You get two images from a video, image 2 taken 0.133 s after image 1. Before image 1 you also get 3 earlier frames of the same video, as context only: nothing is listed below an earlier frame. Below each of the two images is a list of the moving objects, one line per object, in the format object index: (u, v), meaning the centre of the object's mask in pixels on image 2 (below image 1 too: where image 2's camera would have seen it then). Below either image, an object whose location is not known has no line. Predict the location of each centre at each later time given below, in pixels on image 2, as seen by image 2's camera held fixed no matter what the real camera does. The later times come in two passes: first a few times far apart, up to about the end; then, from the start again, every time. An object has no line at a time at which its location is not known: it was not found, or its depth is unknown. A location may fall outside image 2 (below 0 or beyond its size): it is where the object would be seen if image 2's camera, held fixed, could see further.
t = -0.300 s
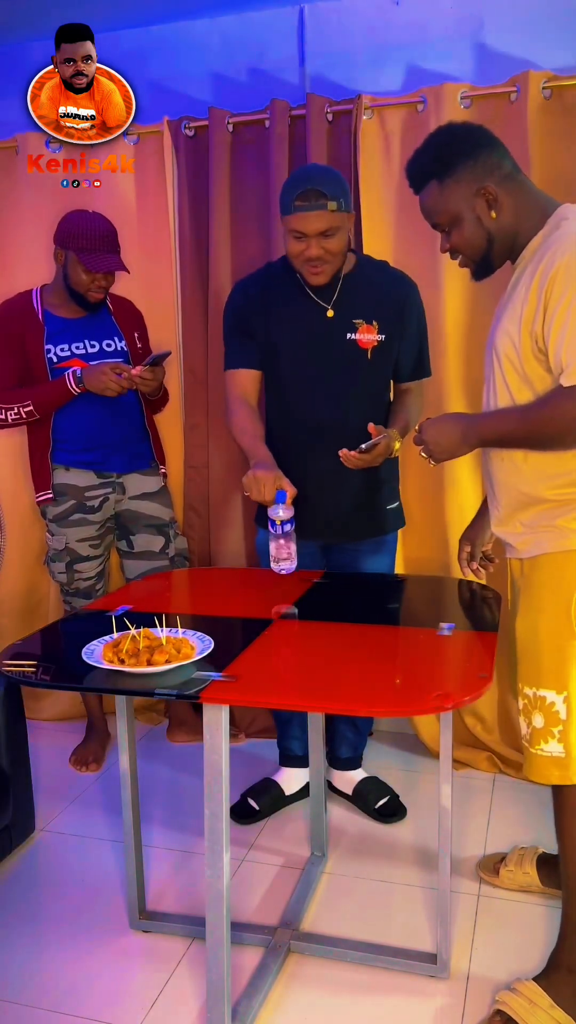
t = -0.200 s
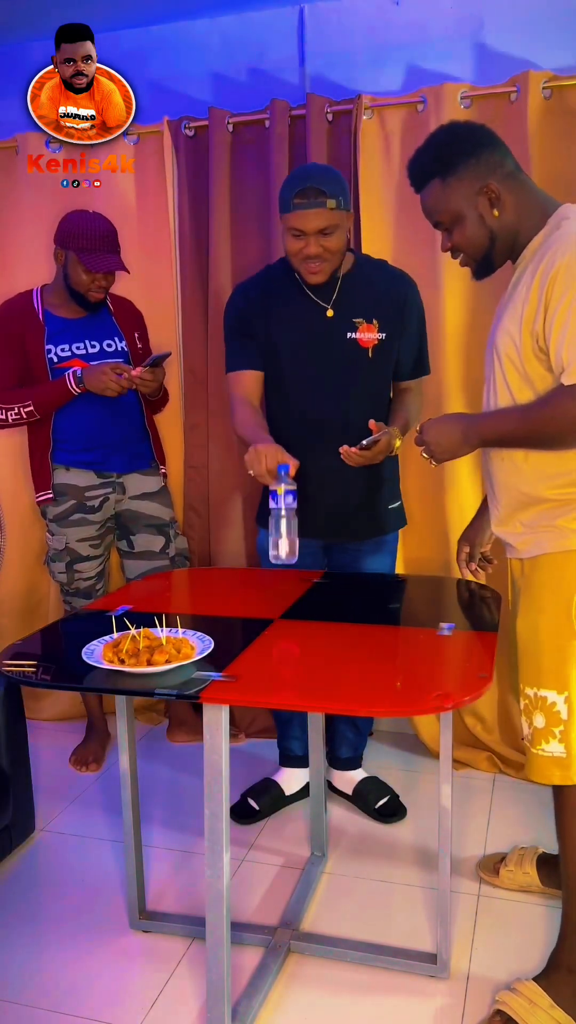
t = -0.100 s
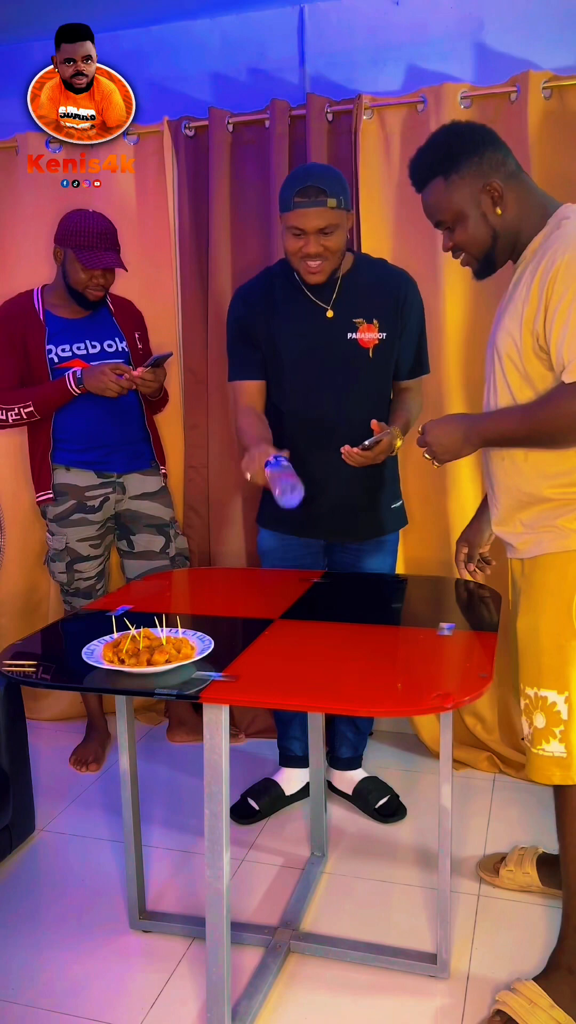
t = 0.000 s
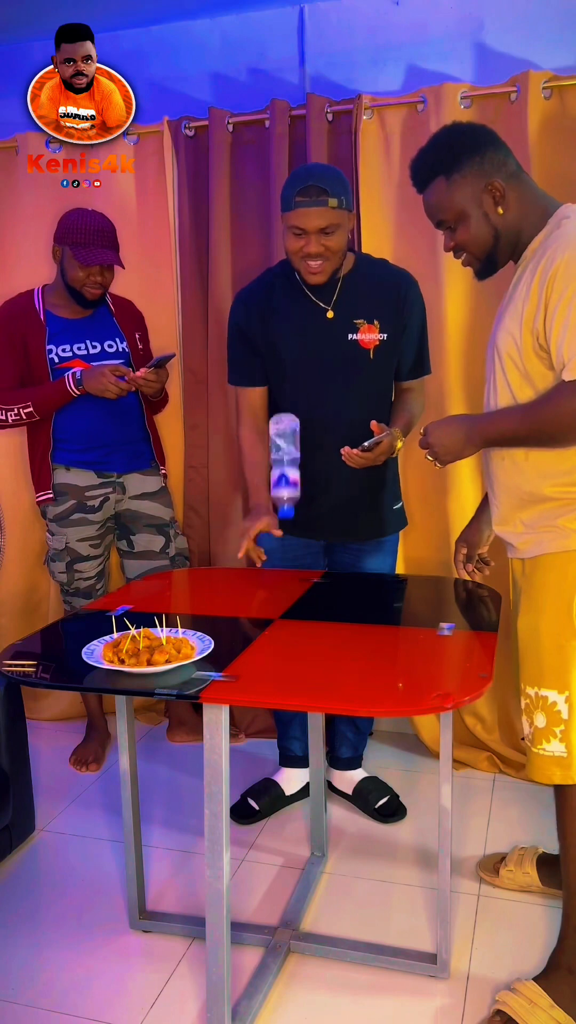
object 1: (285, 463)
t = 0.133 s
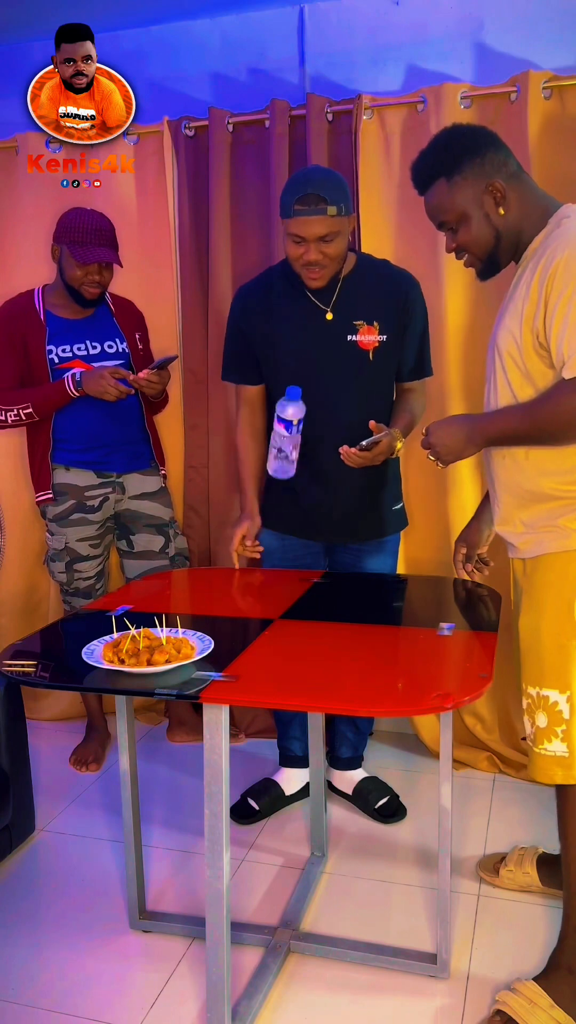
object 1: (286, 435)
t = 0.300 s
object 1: (288, 561)
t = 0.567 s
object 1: (289, 584)
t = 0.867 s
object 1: (289, 584)
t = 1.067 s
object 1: (289, 584)
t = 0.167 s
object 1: (286, 449)
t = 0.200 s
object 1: (286, 469)
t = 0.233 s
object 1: (286, 495)
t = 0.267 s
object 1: (287, 526)
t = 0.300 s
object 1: (288, 561)
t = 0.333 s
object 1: (289, 585)
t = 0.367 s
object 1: (288, 584)
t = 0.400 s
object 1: (287, 584)
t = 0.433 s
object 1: (287, 584)
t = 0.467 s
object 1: (288, 585)
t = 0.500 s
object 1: (289, 585)
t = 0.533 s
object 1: (289, 584)
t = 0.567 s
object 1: (289, 584)
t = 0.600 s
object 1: (289, 584)
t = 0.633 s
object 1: (289, 584)
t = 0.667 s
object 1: (289, 584)
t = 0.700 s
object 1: (289, 584)
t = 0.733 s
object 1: (289, 584)
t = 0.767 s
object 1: (289, 584)
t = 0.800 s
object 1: (288, 584)
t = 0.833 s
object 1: (288, 584)
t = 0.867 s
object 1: (289, 584)
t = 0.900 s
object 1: (289, 584)
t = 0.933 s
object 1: (289, 584)
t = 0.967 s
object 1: (289, 584)
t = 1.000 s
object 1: (289, 584)
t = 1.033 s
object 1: (289, 584)
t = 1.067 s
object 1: (289, 584)
